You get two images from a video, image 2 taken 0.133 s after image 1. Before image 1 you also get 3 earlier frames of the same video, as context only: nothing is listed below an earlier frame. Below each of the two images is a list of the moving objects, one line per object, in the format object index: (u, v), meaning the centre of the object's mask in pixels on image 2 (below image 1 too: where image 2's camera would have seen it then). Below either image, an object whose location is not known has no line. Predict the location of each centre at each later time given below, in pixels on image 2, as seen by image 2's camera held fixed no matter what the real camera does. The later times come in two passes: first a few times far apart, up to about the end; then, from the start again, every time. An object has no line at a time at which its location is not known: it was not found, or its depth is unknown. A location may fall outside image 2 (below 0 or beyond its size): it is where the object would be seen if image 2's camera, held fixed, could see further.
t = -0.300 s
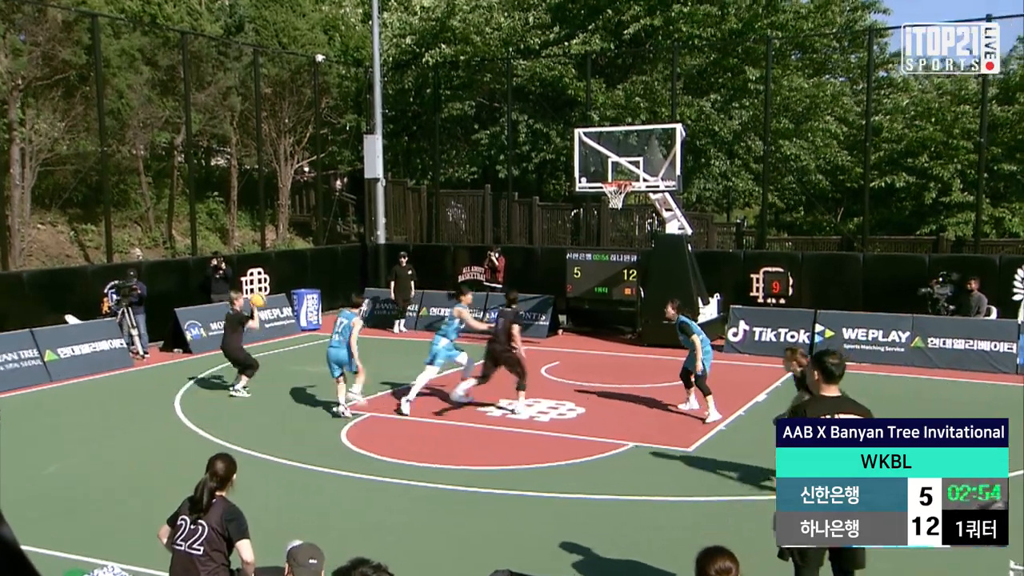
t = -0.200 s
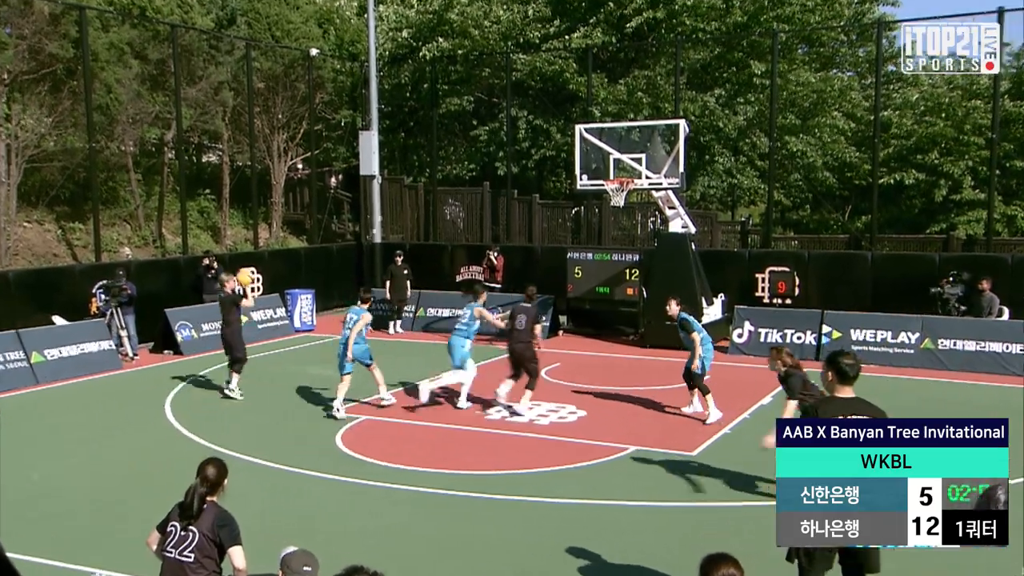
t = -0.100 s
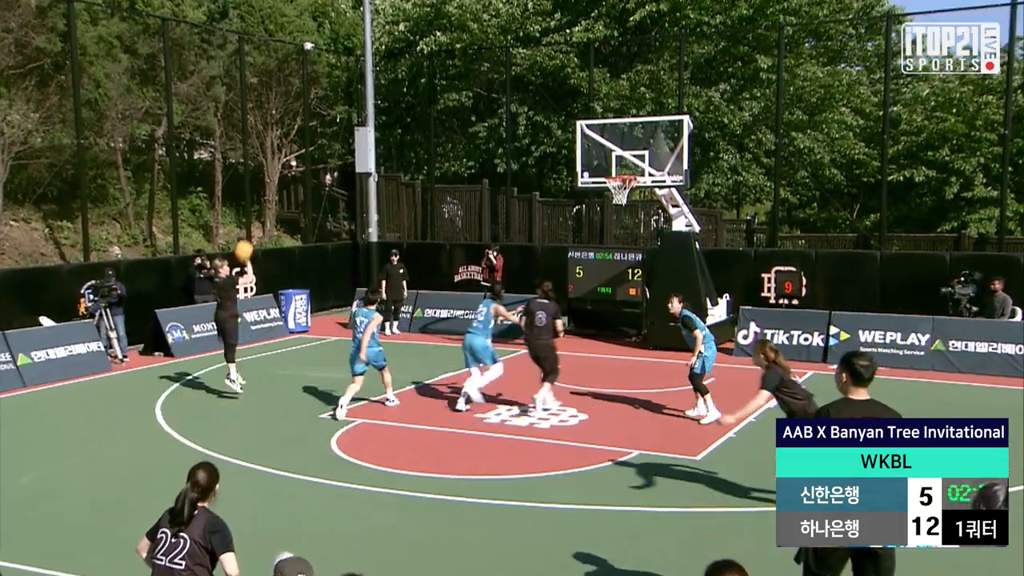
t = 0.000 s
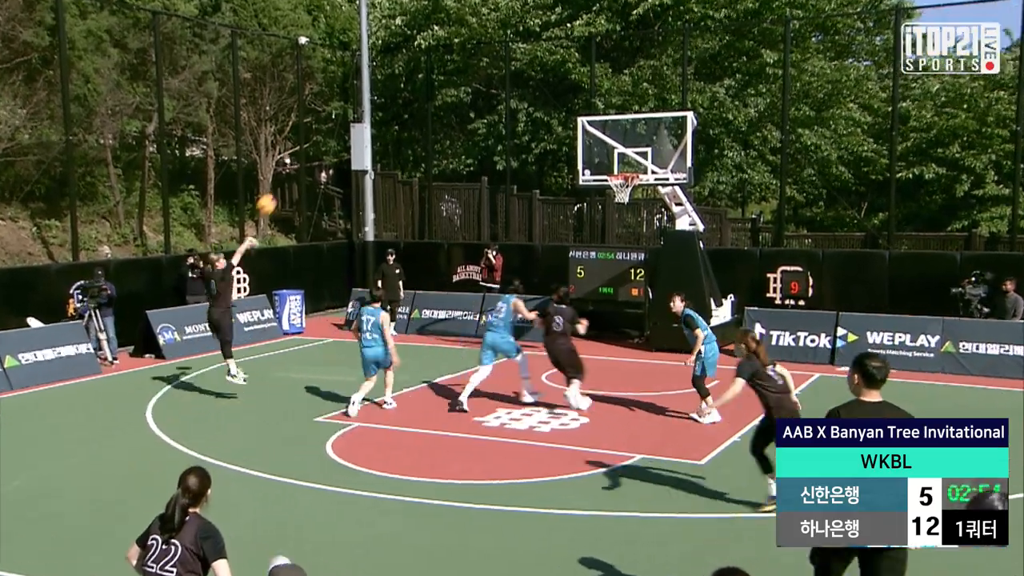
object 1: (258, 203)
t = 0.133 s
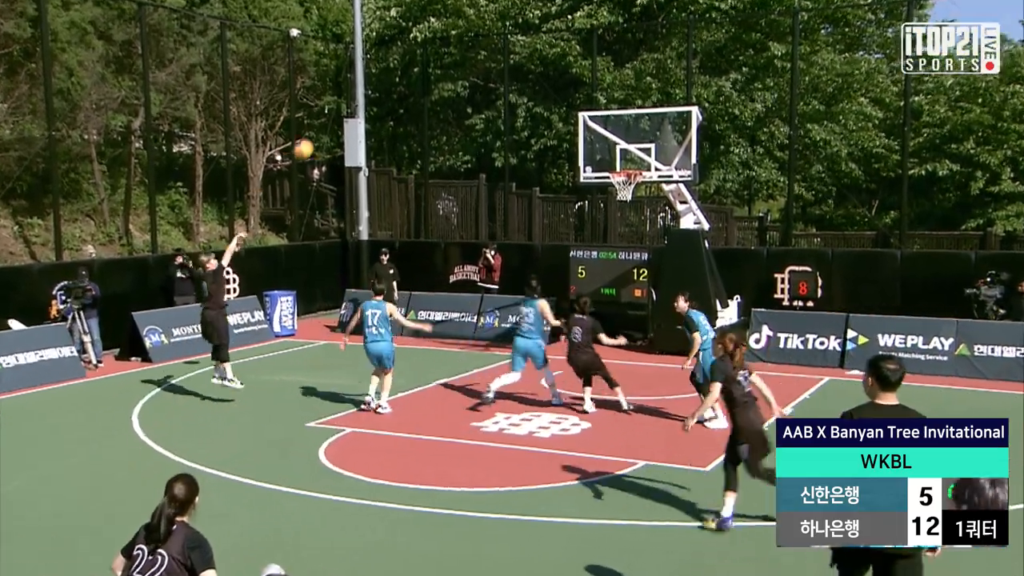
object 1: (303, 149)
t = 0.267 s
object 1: (348, 110)
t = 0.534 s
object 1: (436, 76)
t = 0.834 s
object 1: (531, 100)
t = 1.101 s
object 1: (604, 169)
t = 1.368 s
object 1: (521, 204)
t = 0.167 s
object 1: (315, 138)
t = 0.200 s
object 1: (326, 128)
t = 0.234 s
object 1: (337, 119)
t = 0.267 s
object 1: (348, 110)
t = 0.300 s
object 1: (359, 103)
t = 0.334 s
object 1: (371, 97)
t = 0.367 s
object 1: (381, 91)
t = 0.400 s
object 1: (392, 86)
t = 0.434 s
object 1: (403, 83)
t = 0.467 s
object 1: (414, 80)
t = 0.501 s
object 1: (425, 78)
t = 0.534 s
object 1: (436, 76)
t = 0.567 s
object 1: (448, 76)
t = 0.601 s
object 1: (458, 76)
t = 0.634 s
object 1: (469, 78)
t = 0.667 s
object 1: (479, 80)
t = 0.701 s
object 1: (490, 82)
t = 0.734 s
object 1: (500, 86)
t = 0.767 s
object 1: (511, 89)
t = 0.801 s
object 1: (521, 95)
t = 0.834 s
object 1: (531, 100)
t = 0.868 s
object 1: (540, 106)
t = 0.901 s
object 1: (550, 113)
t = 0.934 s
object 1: (561, 121)
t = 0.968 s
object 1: (570, 131)
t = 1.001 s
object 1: (580, 140)
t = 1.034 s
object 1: (592, 150)
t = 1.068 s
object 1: (601, 161)
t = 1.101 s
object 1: (604, 169)
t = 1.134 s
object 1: (594, 171)
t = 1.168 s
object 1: (583, 173)
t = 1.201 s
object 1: (573, 176)
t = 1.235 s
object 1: (563, 180)
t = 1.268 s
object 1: (553, 185)
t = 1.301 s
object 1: (543, 190)
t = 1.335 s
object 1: (532, 197)
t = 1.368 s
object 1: (521, 204)
